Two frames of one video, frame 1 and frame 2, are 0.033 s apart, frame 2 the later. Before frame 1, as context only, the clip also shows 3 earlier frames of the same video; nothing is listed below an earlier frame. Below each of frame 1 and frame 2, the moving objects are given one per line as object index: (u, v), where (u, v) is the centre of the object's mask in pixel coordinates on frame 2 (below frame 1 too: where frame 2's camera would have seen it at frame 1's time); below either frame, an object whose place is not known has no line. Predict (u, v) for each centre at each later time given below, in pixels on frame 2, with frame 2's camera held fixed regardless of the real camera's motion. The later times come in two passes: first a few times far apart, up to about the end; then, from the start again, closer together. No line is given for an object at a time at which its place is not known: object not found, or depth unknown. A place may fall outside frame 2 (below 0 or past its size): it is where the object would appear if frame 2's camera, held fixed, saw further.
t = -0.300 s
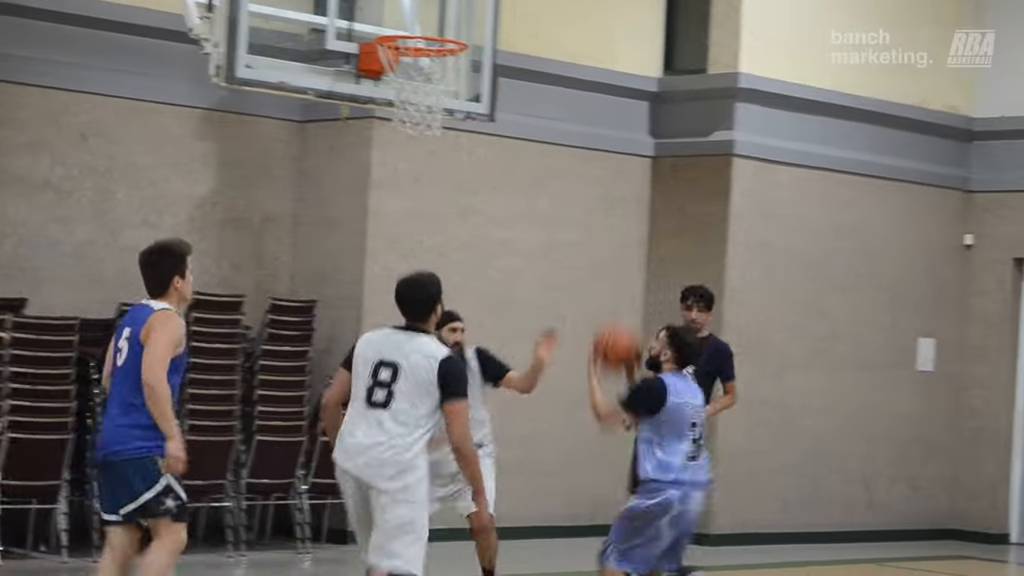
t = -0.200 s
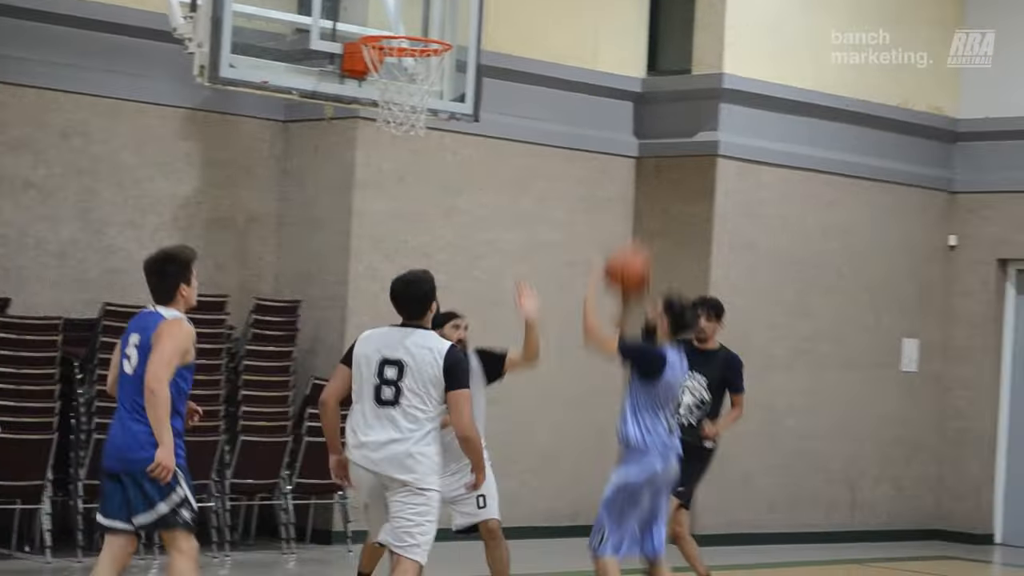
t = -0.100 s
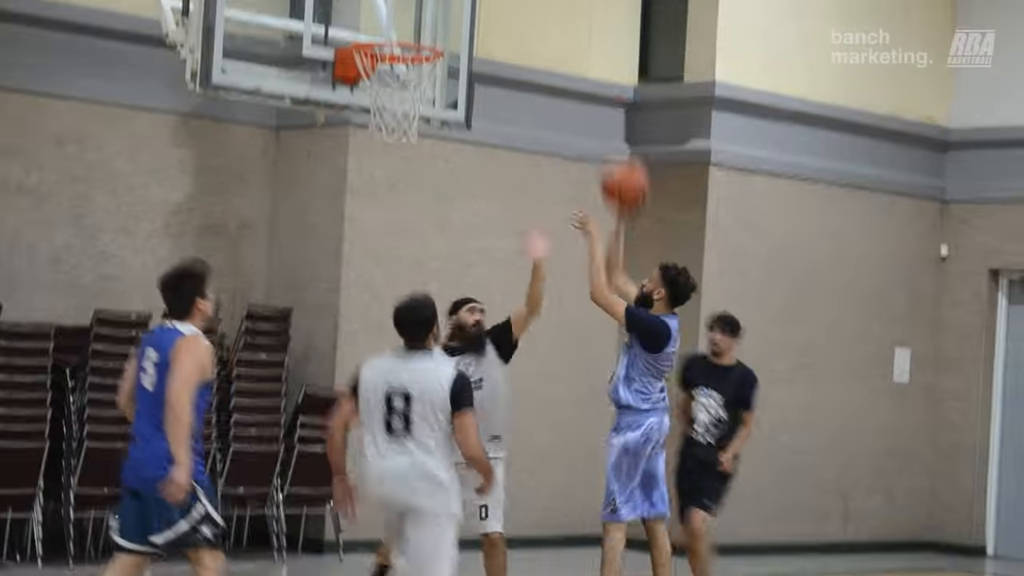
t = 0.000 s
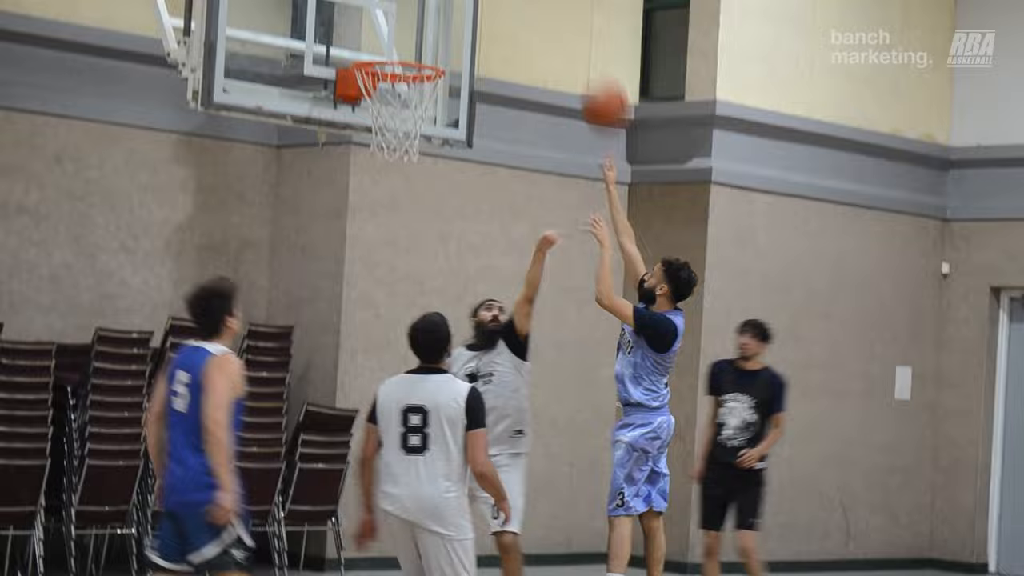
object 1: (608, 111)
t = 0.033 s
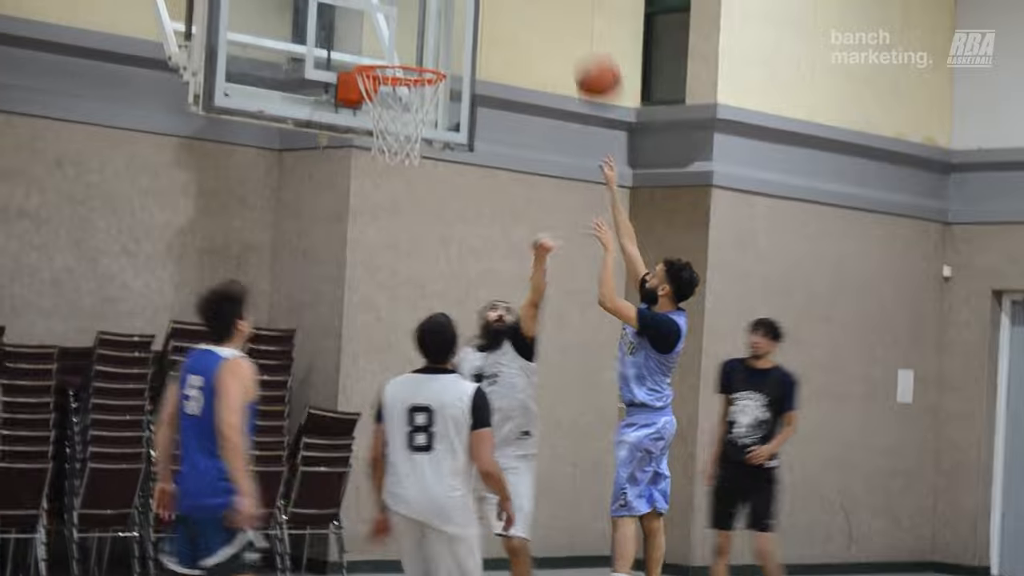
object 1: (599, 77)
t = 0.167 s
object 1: (566, 1)
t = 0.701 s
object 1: (420, -41)
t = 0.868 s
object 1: (371, 46)
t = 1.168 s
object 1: (375, -28)
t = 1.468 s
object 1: (378, 52)
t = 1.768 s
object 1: (388, 76)
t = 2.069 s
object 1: (401, 197)
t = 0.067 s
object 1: (591, 52)
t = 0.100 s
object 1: (583, 27)
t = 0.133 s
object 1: (574, 10)
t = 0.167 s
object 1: (566, 1)
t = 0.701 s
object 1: (420, -41)
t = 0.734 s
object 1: (409, -27)
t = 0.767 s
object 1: (399, -12)
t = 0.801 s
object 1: (391, 9)
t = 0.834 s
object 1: (379, 29)
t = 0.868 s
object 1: (371, 46)
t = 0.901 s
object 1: (370, 30)
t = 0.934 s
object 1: (370, 15)
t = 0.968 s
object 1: (370, 2)
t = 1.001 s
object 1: (372, -8)
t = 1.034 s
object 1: (373, -16)
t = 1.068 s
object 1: (373, -22)
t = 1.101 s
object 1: (374, -26)
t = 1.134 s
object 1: (375, -28)
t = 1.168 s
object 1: (375, -28)
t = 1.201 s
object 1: (376, -26)
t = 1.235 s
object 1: (376, -22)
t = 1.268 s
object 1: (377, -16)
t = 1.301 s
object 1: (377, -9)
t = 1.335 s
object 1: (376, 2)
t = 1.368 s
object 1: (376, 15)
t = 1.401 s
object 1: (376, 28)
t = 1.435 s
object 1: (375, 46)
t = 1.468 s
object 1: (378, 52)
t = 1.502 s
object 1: (388, 51)
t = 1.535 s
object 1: (397, 51)
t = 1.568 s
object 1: (407, 53)
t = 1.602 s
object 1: (417, 64)
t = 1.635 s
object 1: (417, 62)
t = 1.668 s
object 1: (410, 56)
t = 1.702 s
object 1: (399, 65)
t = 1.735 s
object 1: (395, 69)
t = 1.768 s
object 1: (388, 76)
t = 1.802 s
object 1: (384, 84)
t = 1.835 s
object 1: (388, 89)
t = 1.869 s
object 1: (390, 97)
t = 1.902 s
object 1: (392, 110)
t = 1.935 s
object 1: (394, 124)
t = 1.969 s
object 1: (397, 142)
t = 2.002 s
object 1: (399, 158)
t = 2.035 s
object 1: (401, 175)
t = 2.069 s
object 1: (401, 197)
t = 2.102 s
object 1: (403, 221)
